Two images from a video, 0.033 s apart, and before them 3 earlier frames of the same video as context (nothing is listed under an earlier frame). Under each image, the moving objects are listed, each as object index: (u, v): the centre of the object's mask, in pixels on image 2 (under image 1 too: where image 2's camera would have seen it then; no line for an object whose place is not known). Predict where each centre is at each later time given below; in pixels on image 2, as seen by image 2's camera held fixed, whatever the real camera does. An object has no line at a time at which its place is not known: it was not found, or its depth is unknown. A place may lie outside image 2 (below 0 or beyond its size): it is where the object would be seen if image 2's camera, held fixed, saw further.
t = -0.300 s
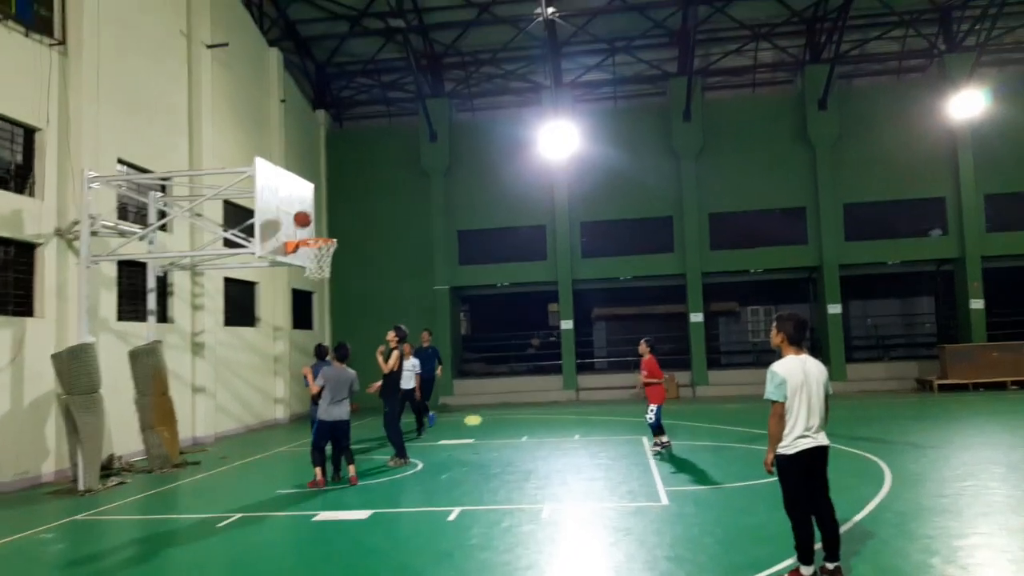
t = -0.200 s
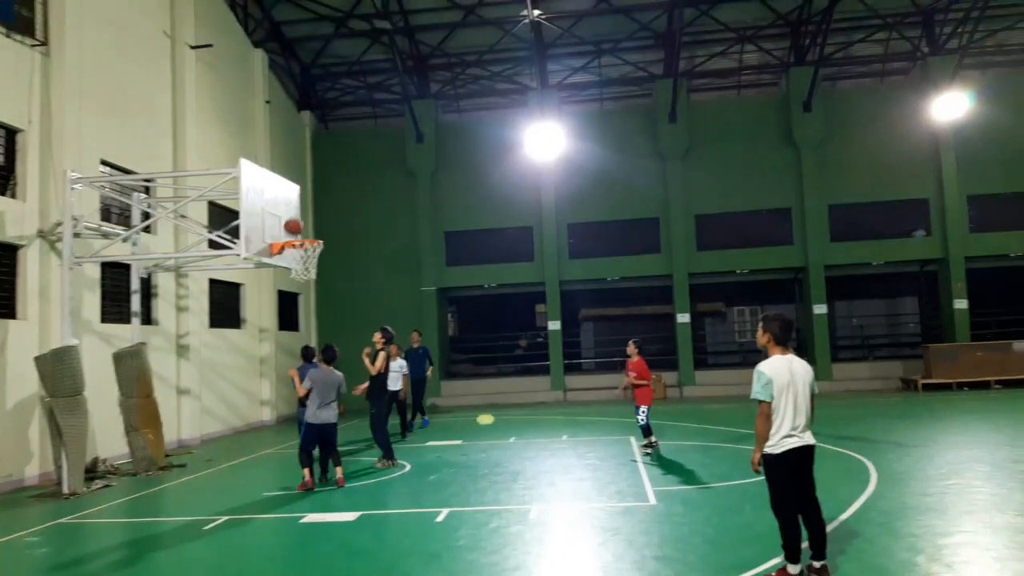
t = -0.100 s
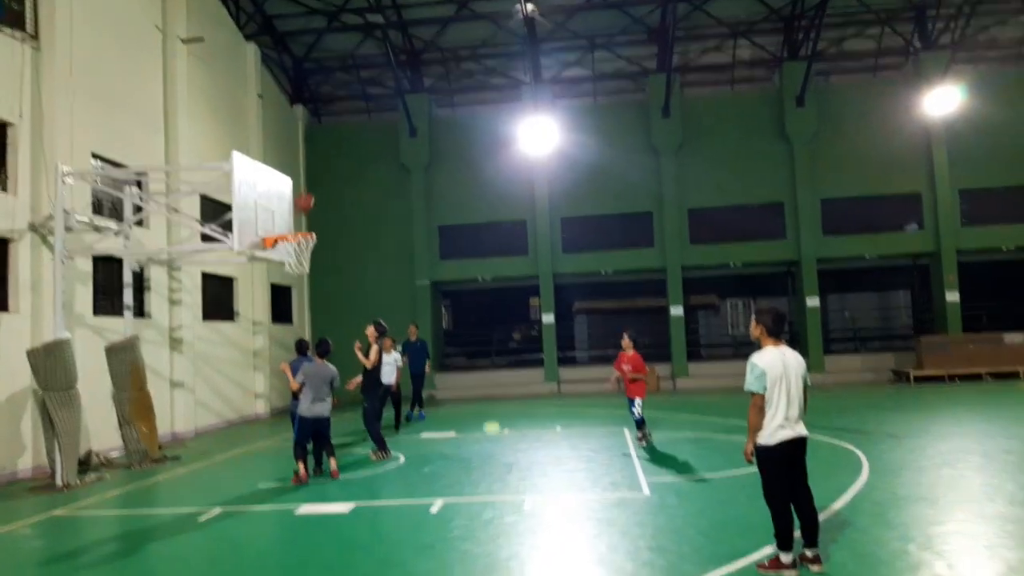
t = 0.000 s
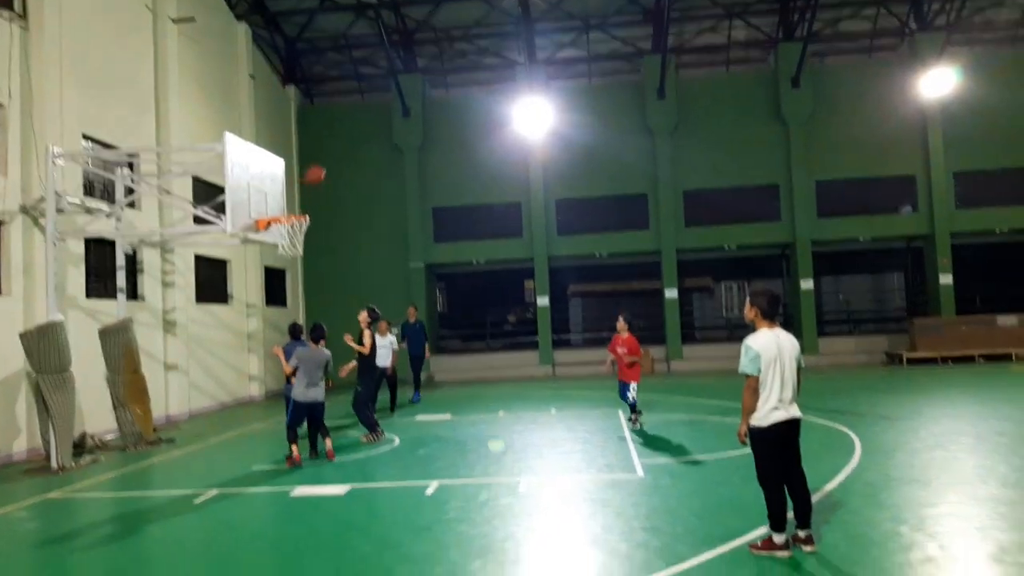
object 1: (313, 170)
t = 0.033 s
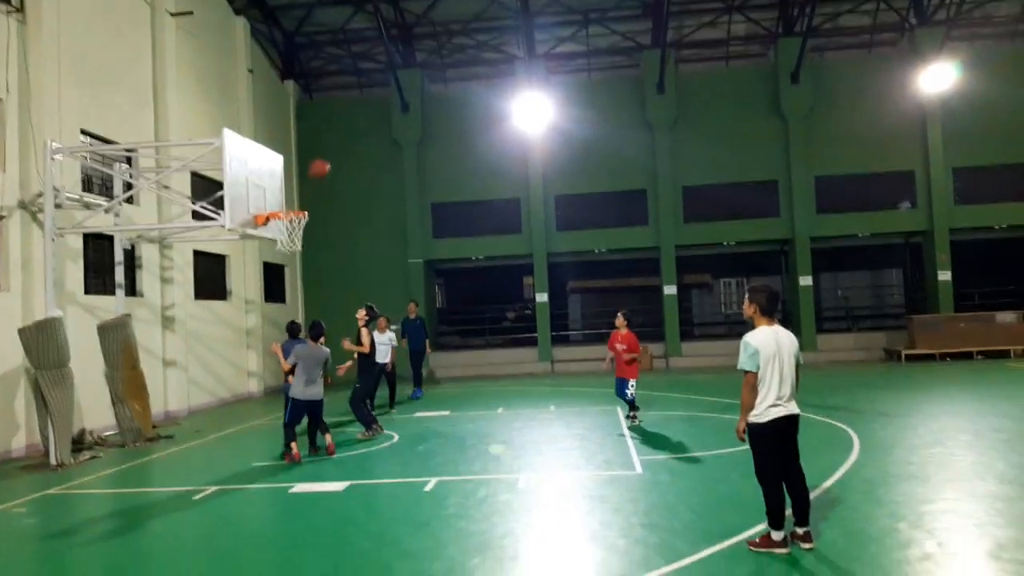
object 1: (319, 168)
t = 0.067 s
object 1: (325, 167)
